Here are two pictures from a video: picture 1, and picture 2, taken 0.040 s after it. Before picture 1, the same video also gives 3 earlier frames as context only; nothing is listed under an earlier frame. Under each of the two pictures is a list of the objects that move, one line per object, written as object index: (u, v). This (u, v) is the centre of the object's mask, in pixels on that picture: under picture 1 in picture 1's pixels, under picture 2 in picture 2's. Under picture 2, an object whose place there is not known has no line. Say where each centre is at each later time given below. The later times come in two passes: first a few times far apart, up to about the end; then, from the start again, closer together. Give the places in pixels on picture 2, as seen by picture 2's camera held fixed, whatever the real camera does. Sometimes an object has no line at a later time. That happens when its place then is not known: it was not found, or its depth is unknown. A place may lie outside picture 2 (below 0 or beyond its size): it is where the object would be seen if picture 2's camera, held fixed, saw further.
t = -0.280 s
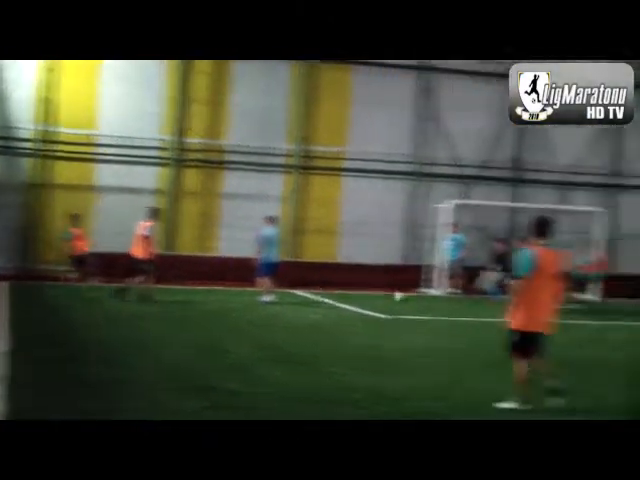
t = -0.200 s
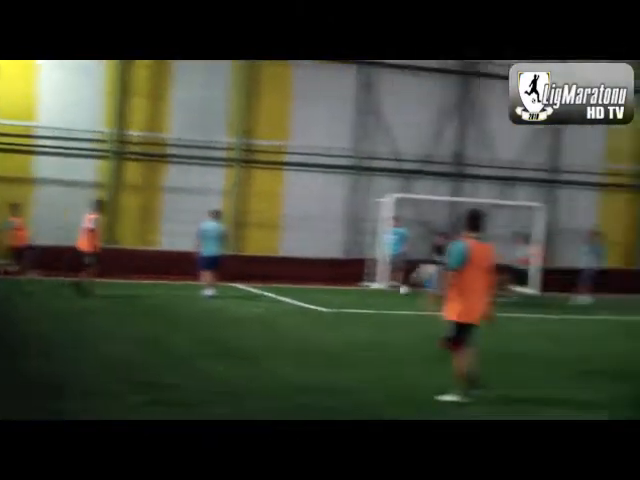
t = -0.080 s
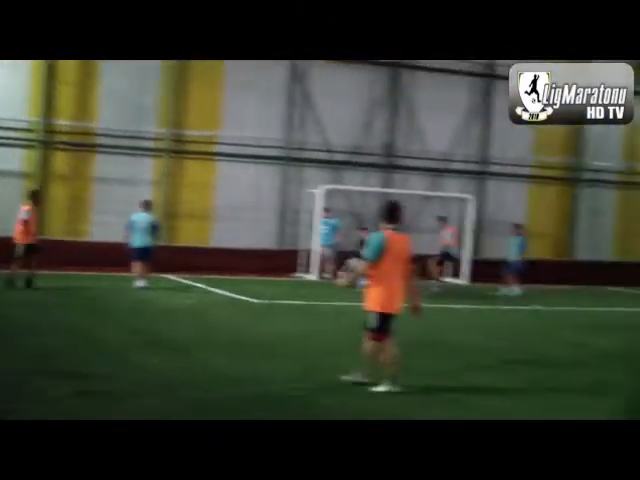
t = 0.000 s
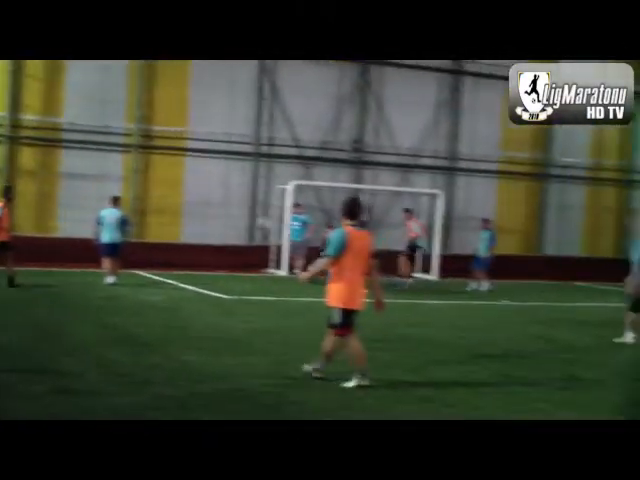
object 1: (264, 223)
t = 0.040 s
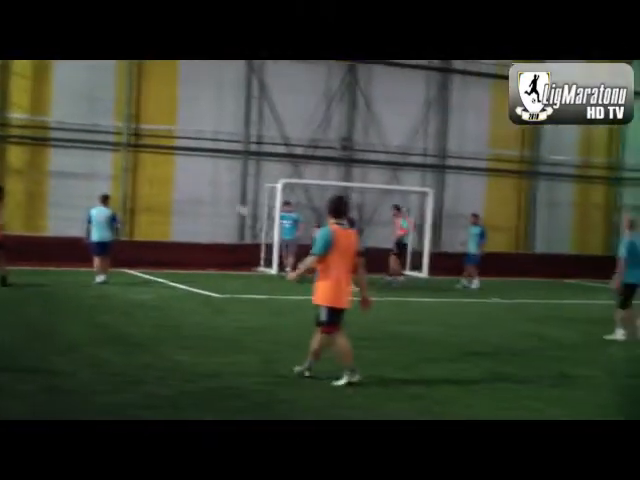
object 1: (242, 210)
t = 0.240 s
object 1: (180, 168)
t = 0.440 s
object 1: (118, 141)
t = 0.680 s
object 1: (43, 133)
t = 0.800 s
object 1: (6, 137)
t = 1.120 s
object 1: (-94, 184)
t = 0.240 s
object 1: (180, 168)
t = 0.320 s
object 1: (155, 154)
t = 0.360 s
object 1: (143, 149)
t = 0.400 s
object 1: (131, 145)
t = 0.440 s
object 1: (118, 141)
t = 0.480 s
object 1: (105, 138)
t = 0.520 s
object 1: (92, 136)
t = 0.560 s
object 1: (81, 134)
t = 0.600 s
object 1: (68, 133)
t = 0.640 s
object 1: (55, 132)
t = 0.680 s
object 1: (43, 133)
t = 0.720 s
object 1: (31, 134)
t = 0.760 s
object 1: (18, 135)
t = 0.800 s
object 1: (6, 137)
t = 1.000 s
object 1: (-56, 162)
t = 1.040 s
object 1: (-69, 169)
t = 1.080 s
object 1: (-81, 178)
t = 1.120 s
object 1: (-94, 184)
